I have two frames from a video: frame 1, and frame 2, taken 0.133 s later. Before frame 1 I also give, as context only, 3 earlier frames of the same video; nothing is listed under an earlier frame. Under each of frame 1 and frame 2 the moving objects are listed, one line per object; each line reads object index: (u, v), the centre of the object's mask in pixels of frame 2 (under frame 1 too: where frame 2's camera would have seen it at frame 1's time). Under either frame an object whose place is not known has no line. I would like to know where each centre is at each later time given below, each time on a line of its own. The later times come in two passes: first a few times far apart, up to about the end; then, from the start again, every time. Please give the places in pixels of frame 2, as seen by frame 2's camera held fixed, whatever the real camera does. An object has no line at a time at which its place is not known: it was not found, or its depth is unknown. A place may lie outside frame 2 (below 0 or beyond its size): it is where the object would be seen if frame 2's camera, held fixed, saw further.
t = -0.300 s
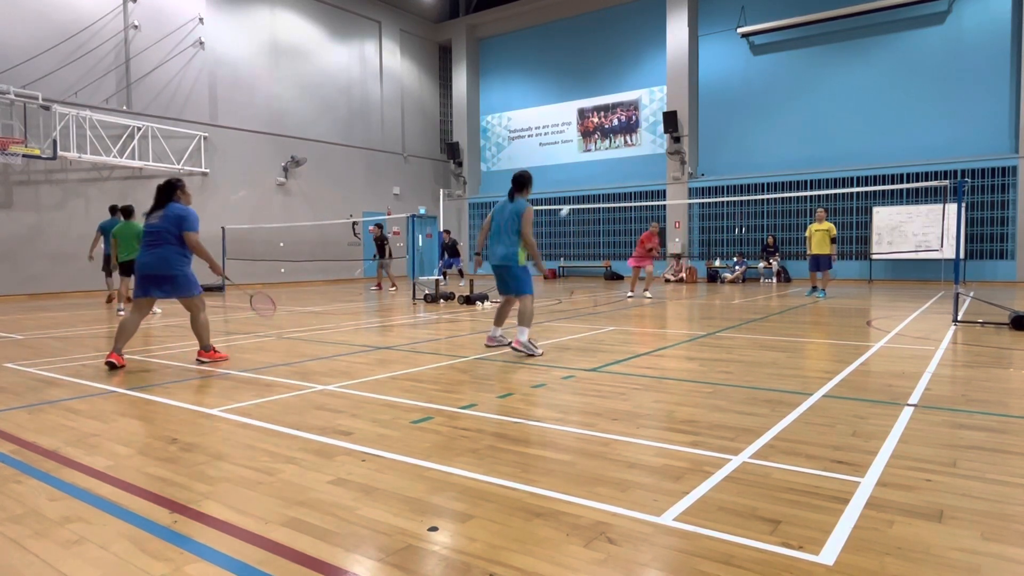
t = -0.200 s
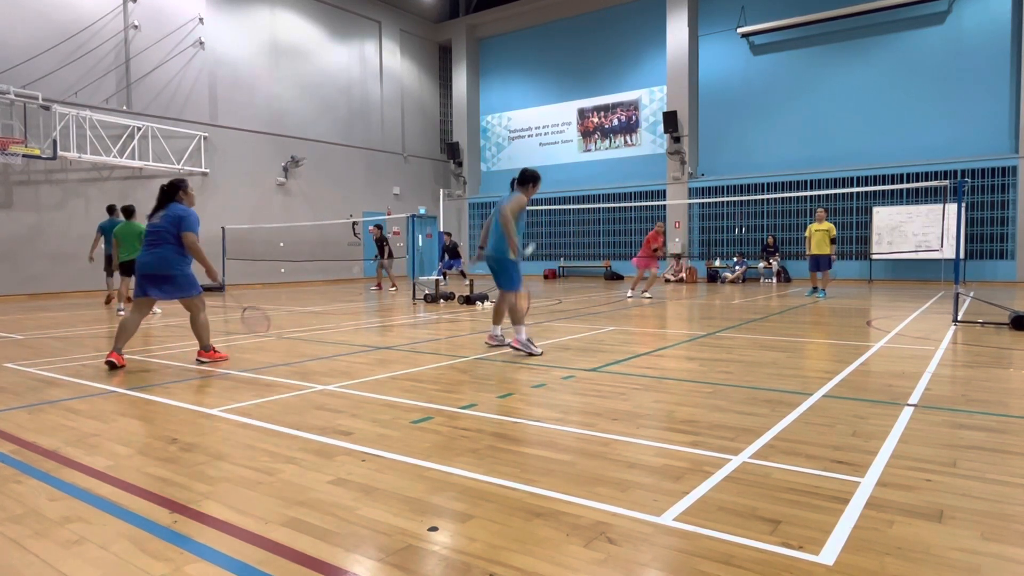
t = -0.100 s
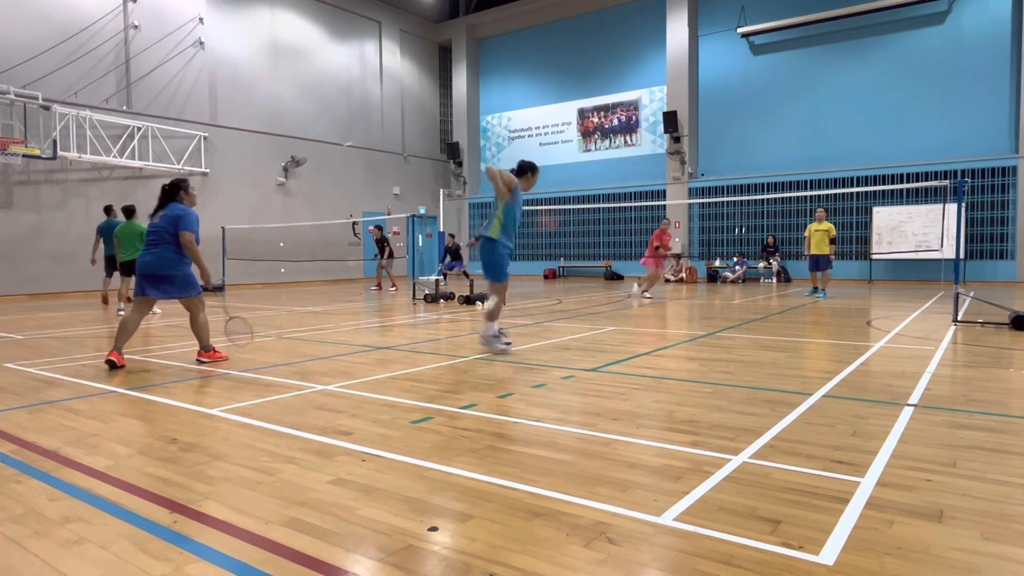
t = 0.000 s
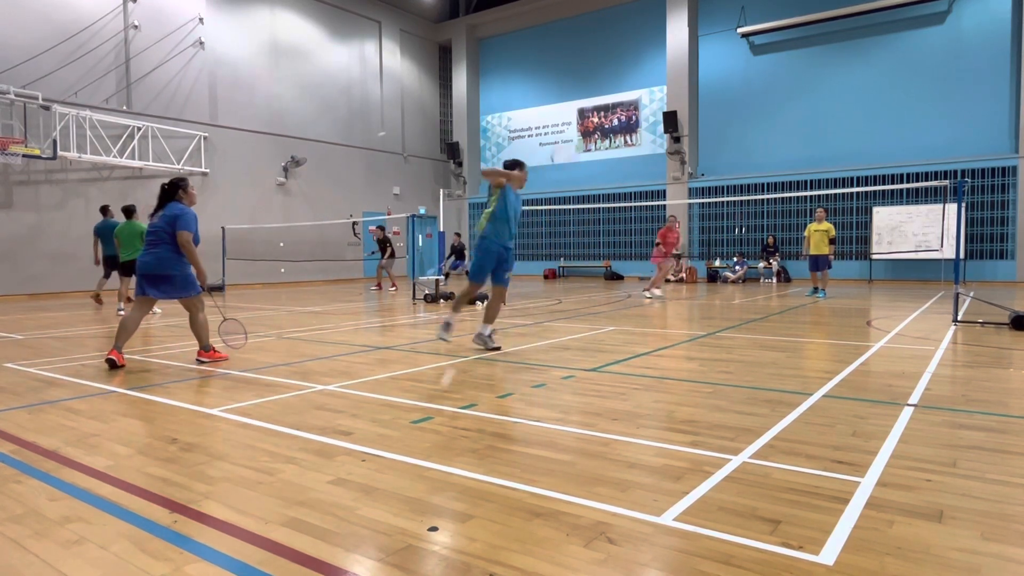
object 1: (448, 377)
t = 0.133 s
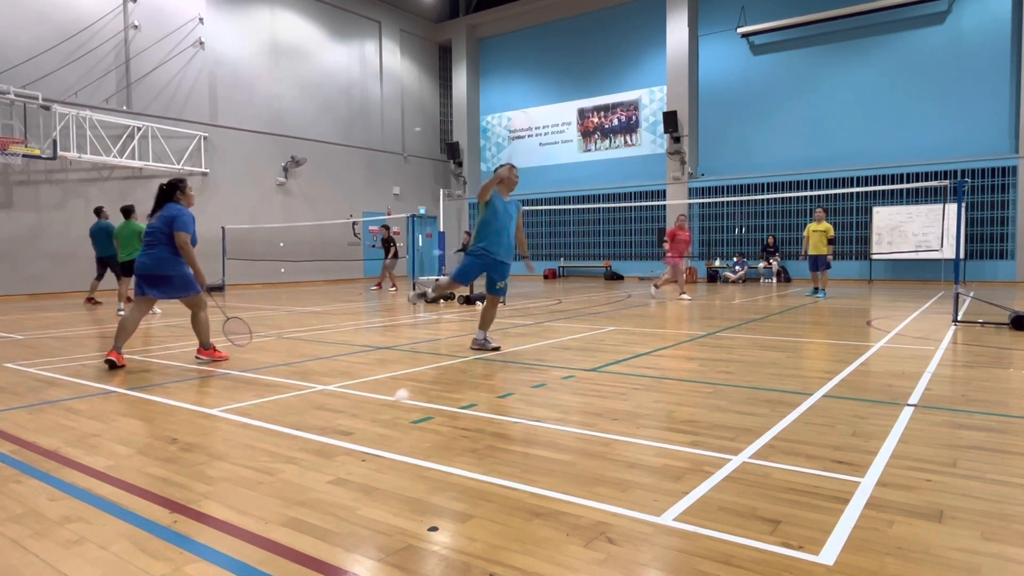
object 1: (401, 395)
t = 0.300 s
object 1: (341, 449)
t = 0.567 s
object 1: (263, 498)
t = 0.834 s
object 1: (232, 529)
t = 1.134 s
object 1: (230, 543)
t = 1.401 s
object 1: (207, 554)
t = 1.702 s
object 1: (180, 557)
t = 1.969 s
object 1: (169, 555)
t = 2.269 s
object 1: (167, 551)
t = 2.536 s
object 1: (167, 548)
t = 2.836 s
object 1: (167, 547)
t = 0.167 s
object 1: (391, 401)
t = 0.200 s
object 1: (379, 409)
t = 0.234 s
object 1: (367, 419)
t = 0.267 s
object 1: (355, 434)
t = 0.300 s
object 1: (341, 449)
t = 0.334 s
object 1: (331, 451)
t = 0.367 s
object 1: (322, 454)
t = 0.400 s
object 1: (312, 461)
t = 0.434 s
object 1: (300, 472)
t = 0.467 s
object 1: (290, 480)
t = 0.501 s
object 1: (282, 485)
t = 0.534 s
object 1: (272, 492)
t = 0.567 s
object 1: (263, 498)
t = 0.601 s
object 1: (255, 505)
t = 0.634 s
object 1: (248, 510)
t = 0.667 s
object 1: (243, 514)
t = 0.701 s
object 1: (238, 518)
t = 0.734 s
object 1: (234, 523)
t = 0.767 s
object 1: (233, 525)
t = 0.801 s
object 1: (232, 527)
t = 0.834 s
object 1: (232, 529)
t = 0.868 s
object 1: (233, 531)
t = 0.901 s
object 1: (234, 532)
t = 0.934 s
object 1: (234, 534)
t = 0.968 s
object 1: (234, 536)
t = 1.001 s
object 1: (234, 538)
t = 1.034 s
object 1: (233, 539)
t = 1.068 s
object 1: (233, 541)
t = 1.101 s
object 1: (232, 543)
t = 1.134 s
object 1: (230, 543)
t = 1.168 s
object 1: (227, 545)
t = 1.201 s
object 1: (225, 546)
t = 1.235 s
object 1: (222, 548)
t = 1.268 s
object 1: (219, 550)
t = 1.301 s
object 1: (216, 550)
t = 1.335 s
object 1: (213, 552)
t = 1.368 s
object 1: (210, 553)
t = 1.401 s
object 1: (207, 554)
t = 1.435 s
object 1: (203, 554)
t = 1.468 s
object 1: (200, 555)
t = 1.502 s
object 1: (196, 556)
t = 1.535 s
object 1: (193, 556)
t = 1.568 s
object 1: (190, 556)
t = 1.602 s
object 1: (187, 557)
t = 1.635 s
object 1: (184, 557)
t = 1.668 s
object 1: (182, 557)
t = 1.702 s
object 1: (180, 557)
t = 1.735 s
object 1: (178, 556)
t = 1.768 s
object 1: (176, 556)
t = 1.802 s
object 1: (175, 556)
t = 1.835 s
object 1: (173, 556)
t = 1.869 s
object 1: (172, 555)
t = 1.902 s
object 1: (171, 555)
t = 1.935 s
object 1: (170, 555)
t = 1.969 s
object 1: (169, 555)
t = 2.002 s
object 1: (169, 554)
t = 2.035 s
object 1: (167, 554)
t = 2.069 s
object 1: (167, 553)
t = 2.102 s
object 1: (167, 553)
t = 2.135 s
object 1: (167, 552)
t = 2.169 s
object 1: (167, 552)
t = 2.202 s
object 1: (167, 551)
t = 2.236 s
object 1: (167, 551)
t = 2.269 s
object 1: (167, 551)
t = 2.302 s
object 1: (167, 550)
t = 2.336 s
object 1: (167, 550)
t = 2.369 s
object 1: (167, 550)
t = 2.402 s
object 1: (167, 549)
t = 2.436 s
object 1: (167, 549)
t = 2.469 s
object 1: (167, 548)
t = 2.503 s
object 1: (167, 548)
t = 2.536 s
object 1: (167, 548)
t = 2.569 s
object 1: (167, 548)
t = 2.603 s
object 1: (167, 548)
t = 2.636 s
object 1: (167, 547)
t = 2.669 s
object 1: (167, 547)
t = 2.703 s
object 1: (167, 547)
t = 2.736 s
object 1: (167, 547)
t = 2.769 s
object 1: (167, 547)
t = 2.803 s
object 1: (167, 547)
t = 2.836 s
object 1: (167, 547)
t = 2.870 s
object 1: (167, 546)
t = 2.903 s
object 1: (167, 546)
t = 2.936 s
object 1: (167, 546)
